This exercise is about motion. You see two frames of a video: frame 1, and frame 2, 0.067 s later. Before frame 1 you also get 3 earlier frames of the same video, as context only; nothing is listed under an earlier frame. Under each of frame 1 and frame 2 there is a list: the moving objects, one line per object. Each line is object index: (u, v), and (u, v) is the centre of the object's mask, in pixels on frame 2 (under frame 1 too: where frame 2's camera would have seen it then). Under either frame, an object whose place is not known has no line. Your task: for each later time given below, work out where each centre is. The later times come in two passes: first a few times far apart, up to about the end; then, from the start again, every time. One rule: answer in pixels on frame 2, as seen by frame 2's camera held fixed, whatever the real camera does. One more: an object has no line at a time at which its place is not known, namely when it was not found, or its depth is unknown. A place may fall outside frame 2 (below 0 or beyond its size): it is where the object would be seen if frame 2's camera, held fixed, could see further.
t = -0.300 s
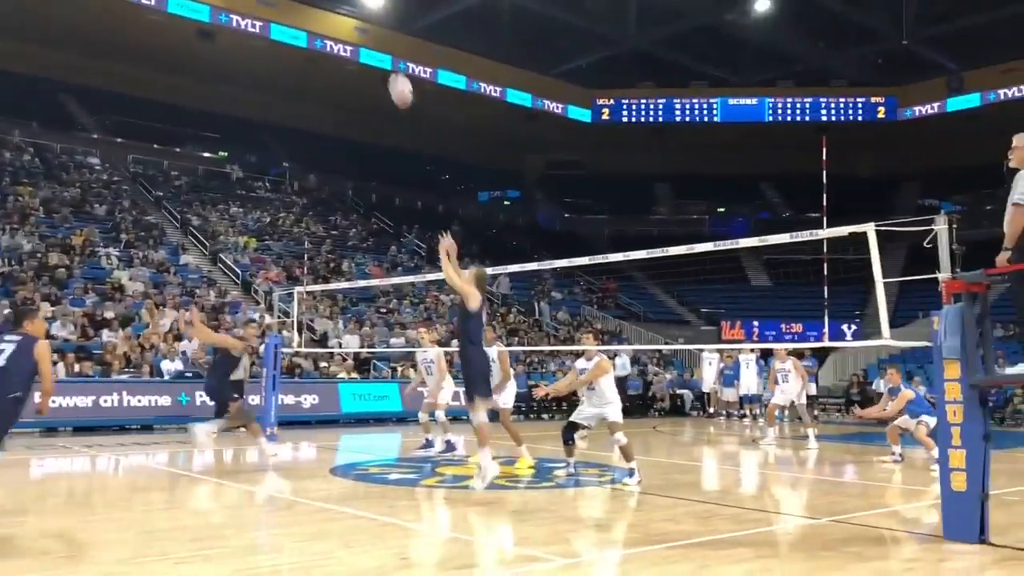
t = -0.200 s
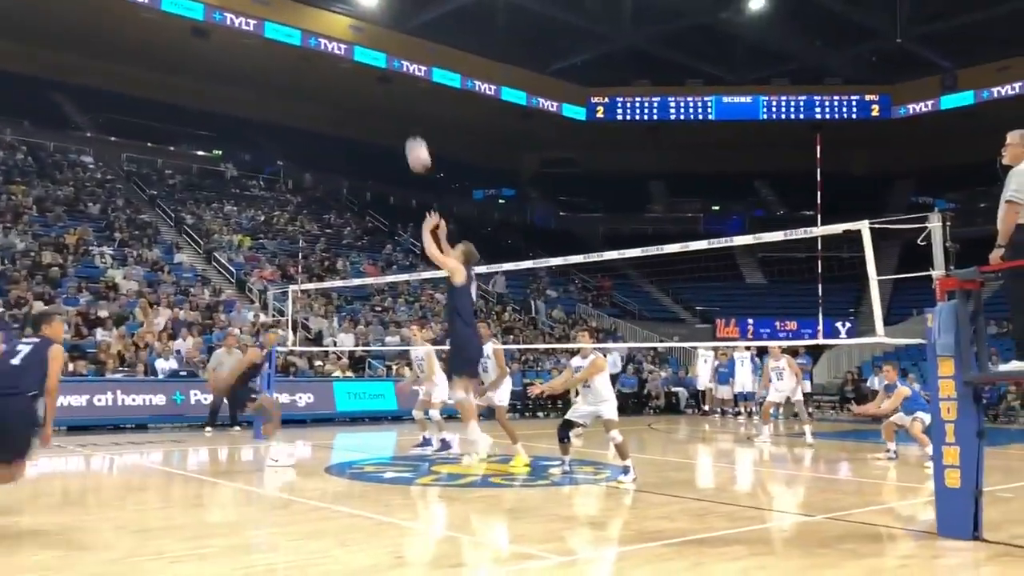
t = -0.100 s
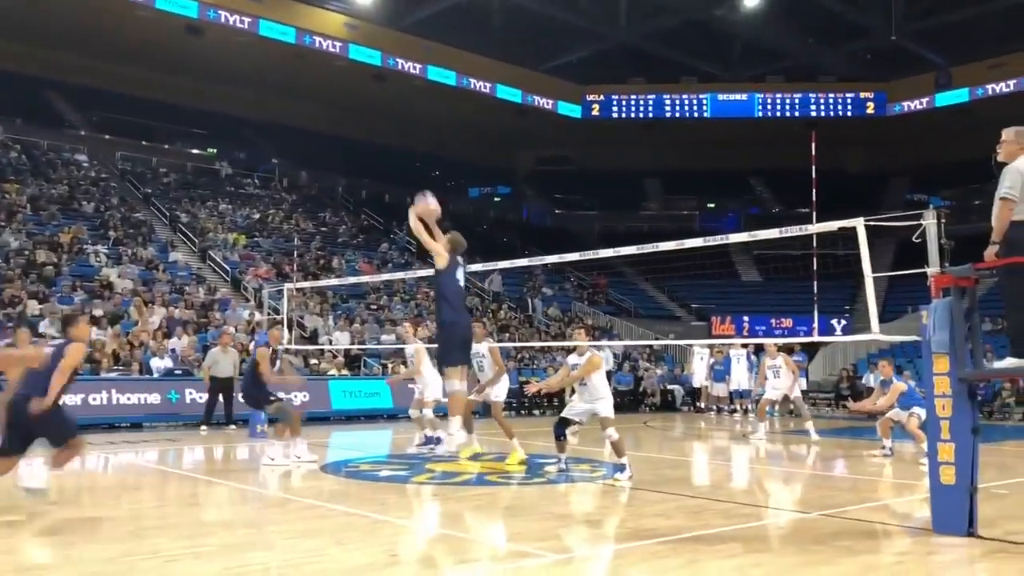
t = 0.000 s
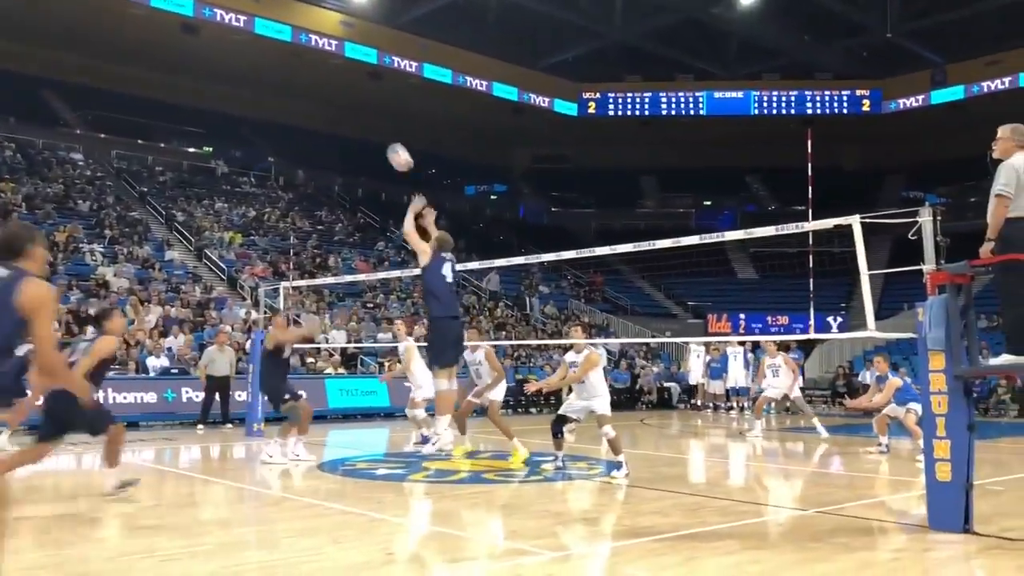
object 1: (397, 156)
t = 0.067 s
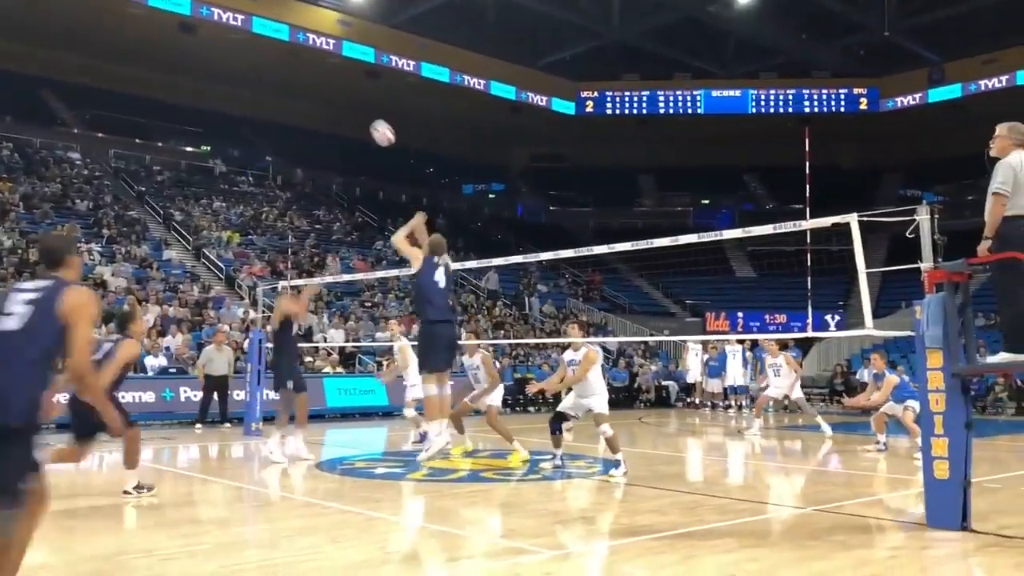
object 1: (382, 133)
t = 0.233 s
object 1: (350, 99)
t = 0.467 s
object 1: (315, 95)
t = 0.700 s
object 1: (285, 131)
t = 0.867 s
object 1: (266, 175)
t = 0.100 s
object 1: (375, 123)
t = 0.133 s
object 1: (368, 116)
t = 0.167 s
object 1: (362, 109)
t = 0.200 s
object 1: (356, 104)
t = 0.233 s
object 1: (350, 99)
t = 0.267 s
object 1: (344, 96)
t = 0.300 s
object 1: (339, 93)
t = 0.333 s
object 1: (334, 92)
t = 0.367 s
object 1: (329, 91)
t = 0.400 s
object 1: (324, 92)
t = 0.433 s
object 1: (319, 93)
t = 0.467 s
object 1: (315, 95)
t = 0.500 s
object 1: (310, 98)
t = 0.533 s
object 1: (306, 102)
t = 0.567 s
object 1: (301, 106)
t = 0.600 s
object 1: (297, 112)
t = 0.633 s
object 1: (293, 117)
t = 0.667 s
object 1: (289, 124)
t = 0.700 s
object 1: (285, 131)
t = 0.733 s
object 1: (281, 138)
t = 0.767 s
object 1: (277, 147)
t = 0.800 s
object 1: (274, 156)
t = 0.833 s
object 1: (270, 165)
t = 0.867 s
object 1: (266, 175)
